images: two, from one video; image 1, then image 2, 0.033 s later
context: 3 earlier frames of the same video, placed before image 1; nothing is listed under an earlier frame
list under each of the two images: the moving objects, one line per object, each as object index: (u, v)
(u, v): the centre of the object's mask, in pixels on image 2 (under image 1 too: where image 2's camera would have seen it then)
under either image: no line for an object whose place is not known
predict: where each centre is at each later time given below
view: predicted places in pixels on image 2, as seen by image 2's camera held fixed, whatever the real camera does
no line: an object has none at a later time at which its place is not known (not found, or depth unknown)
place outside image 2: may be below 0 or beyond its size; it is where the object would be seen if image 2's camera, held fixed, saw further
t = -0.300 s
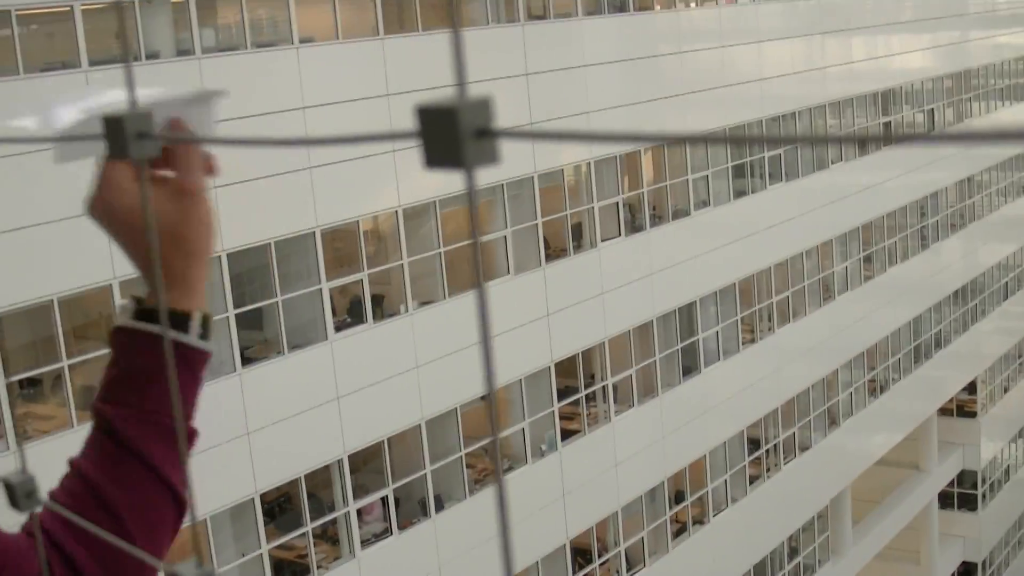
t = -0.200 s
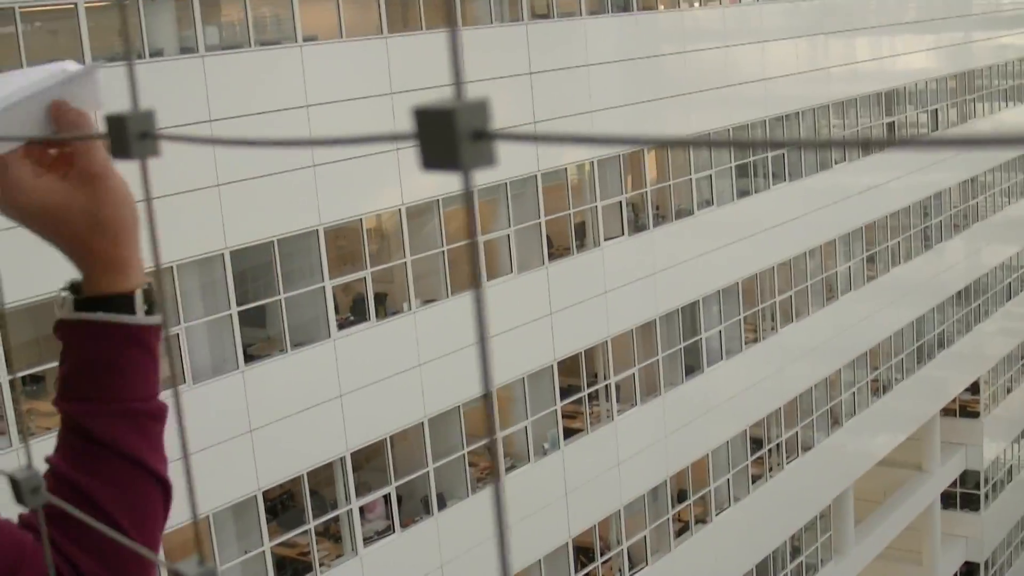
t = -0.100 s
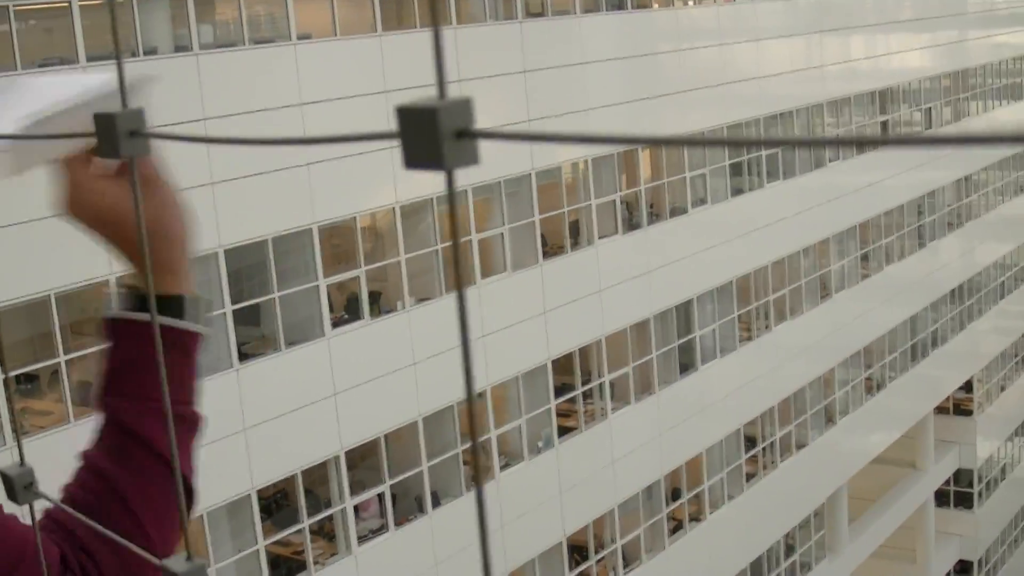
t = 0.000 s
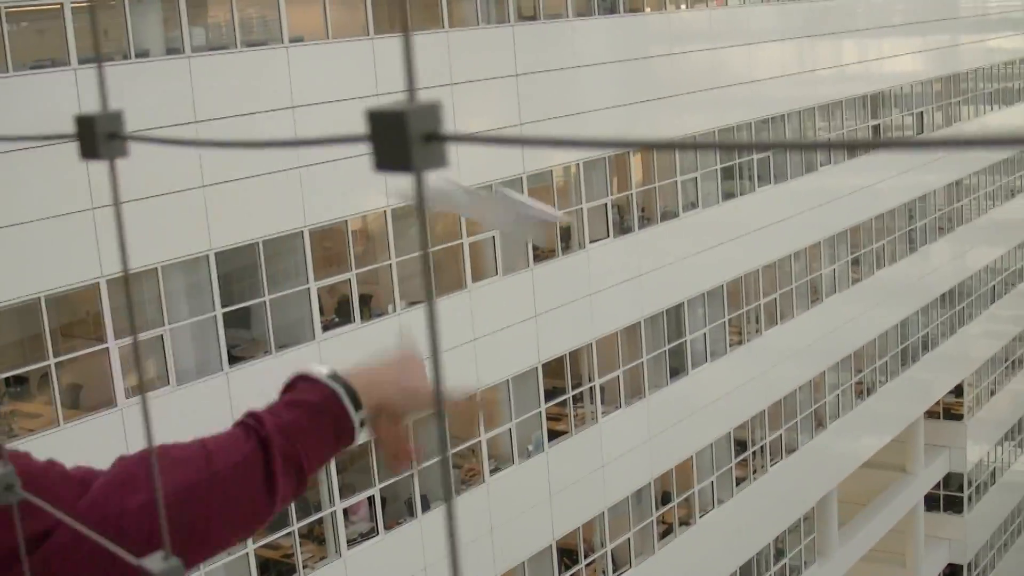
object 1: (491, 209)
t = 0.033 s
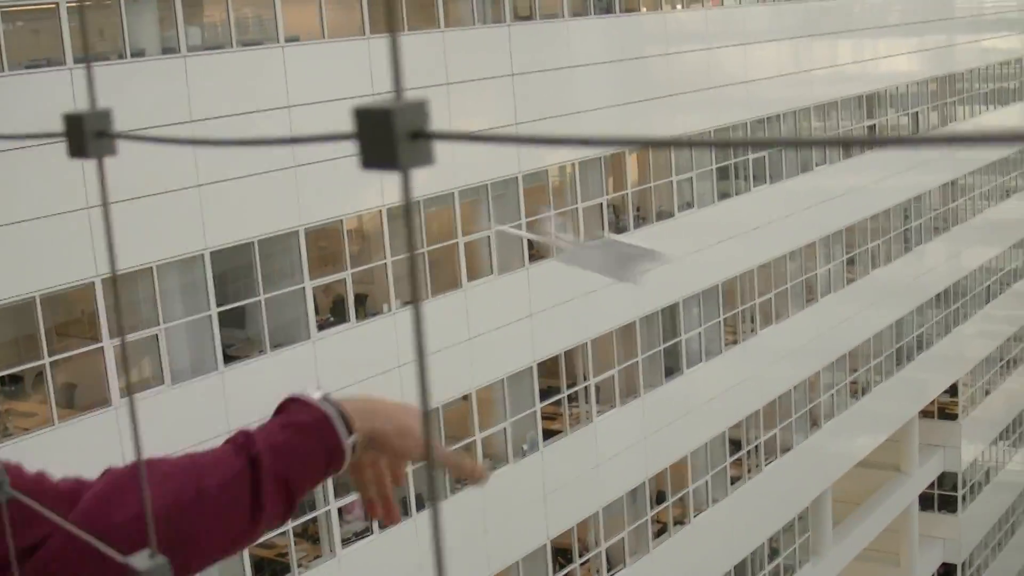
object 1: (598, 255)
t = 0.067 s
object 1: (679, 285)
